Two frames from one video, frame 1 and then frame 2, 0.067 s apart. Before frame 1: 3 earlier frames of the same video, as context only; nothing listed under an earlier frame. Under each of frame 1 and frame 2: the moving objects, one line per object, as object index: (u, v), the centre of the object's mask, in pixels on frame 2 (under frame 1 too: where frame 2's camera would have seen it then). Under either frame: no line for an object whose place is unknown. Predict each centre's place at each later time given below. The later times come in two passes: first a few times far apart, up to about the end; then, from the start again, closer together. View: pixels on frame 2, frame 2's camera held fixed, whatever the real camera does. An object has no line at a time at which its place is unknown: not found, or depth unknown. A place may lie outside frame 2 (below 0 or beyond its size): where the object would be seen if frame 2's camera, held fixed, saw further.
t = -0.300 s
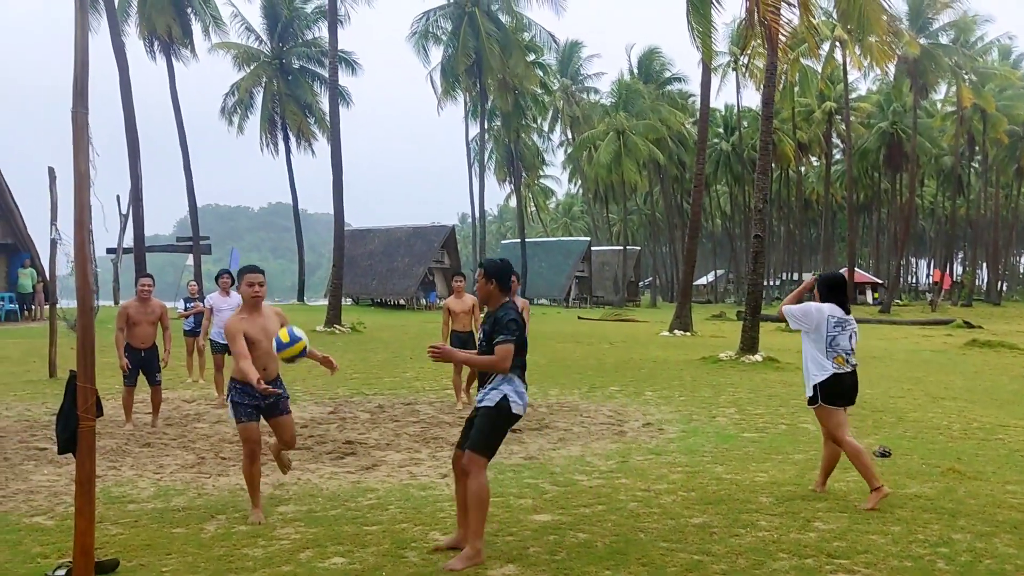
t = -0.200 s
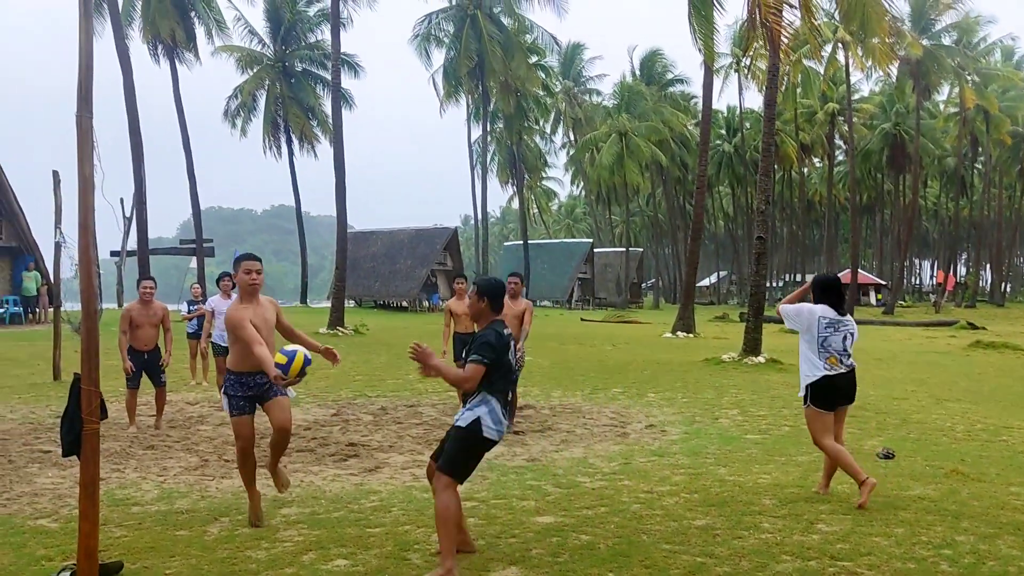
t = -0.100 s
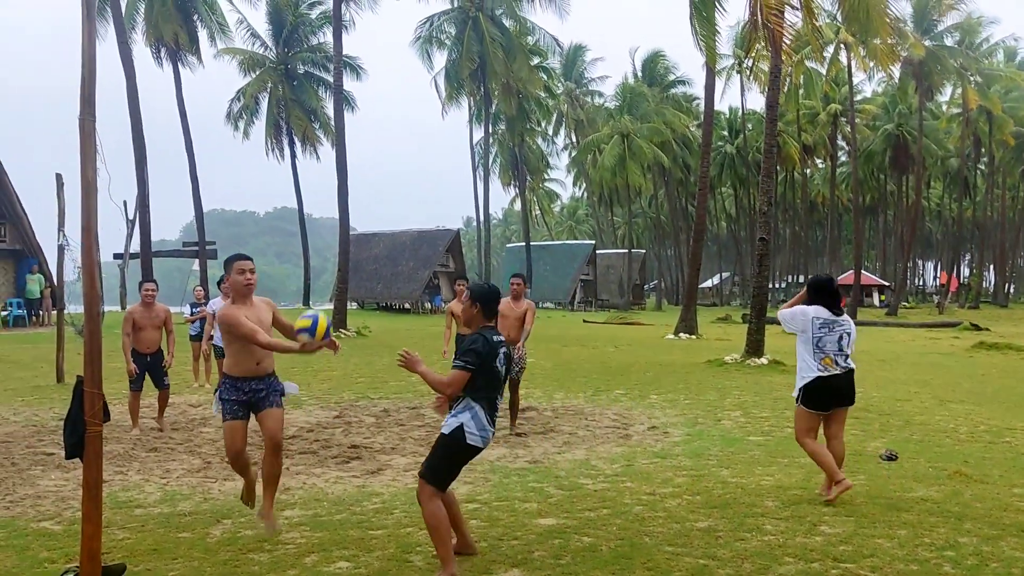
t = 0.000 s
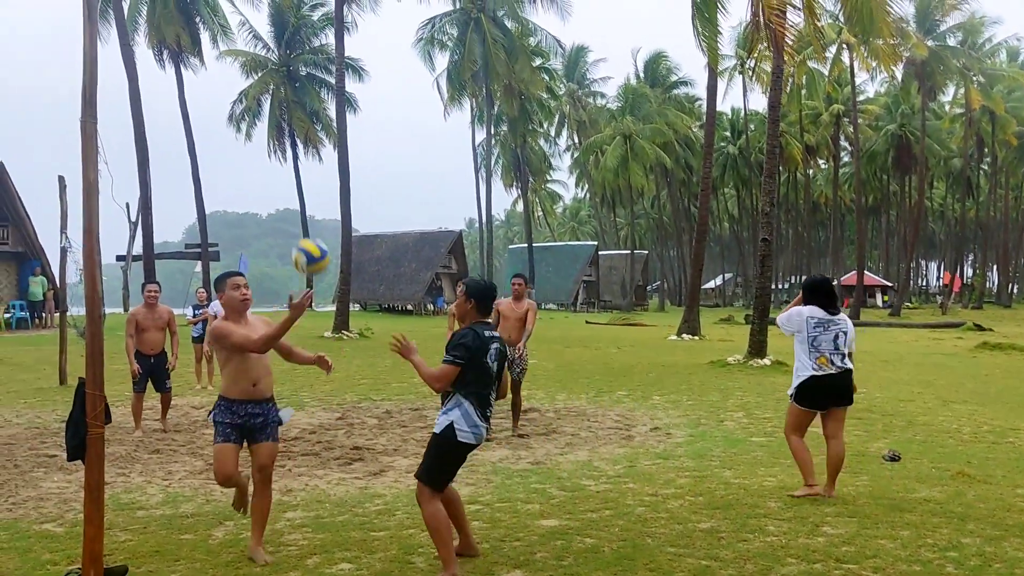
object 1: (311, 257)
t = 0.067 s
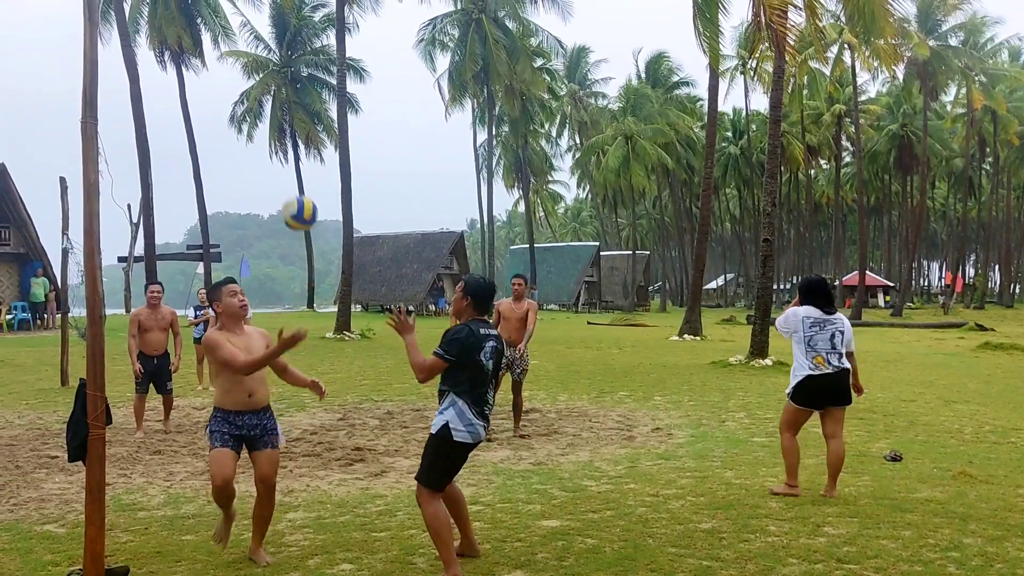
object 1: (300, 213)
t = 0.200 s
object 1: (275, 146)
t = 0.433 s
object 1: (236, 104)
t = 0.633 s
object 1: (204, 140)
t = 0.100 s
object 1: (293, 194)
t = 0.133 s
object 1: (287, 176)
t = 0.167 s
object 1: (281, 160)
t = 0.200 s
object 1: (275, 146)
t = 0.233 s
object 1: (268, 135)
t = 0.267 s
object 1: (263, 125)
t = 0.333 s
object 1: (251, 110)
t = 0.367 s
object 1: (247, 107)
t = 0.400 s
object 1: (241, 104)
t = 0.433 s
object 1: (236, 104)
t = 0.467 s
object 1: (231, 106)
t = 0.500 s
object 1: (225, 109)
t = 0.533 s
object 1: (219, 114)
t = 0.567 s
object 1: (213, 121)
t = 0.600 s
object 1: (209, 130)
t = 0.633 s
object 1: (204, 140)
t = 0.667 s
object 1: (199, 153)
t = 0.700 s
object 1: (194, 167)
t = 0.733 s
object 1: (190, 183)
